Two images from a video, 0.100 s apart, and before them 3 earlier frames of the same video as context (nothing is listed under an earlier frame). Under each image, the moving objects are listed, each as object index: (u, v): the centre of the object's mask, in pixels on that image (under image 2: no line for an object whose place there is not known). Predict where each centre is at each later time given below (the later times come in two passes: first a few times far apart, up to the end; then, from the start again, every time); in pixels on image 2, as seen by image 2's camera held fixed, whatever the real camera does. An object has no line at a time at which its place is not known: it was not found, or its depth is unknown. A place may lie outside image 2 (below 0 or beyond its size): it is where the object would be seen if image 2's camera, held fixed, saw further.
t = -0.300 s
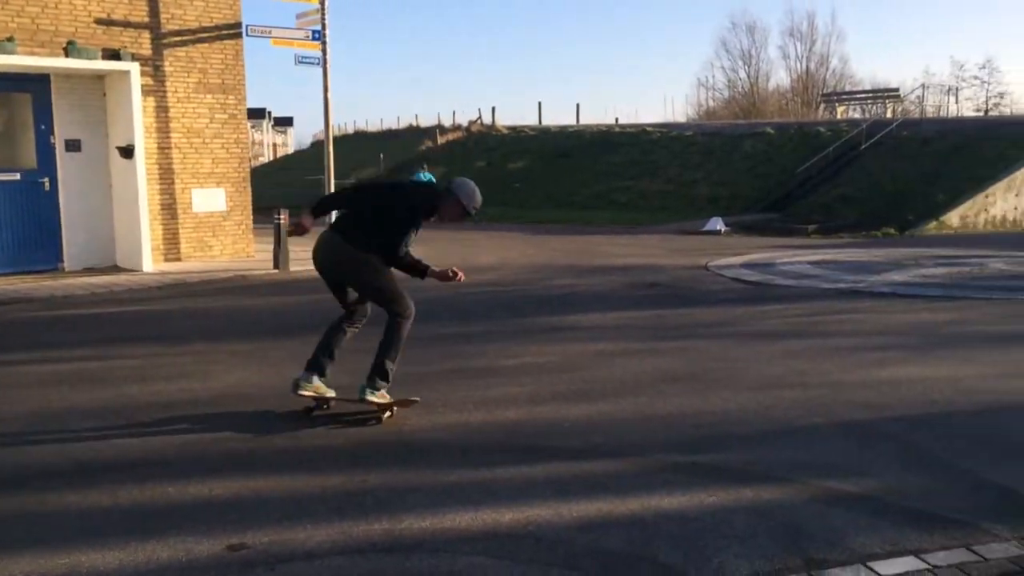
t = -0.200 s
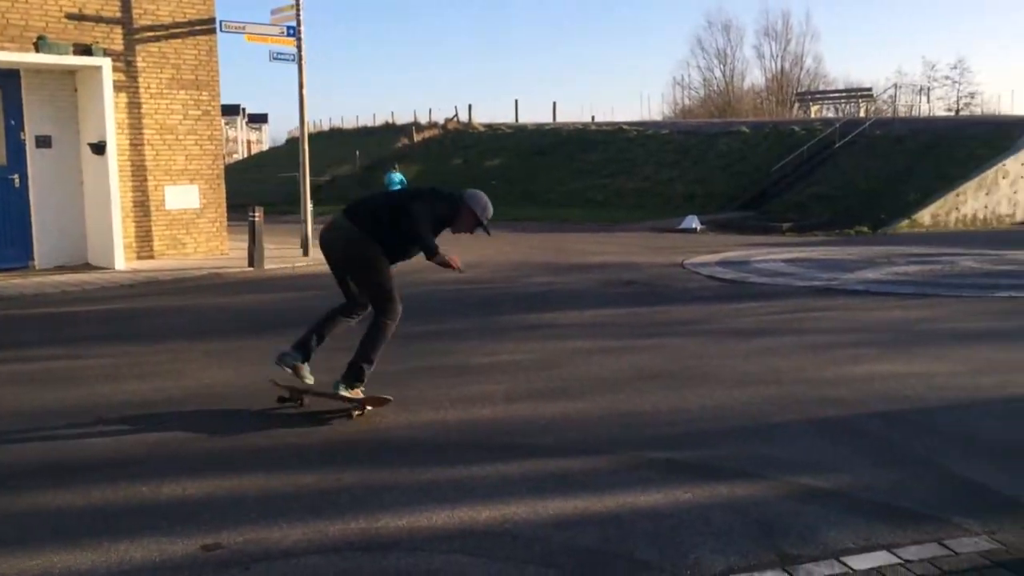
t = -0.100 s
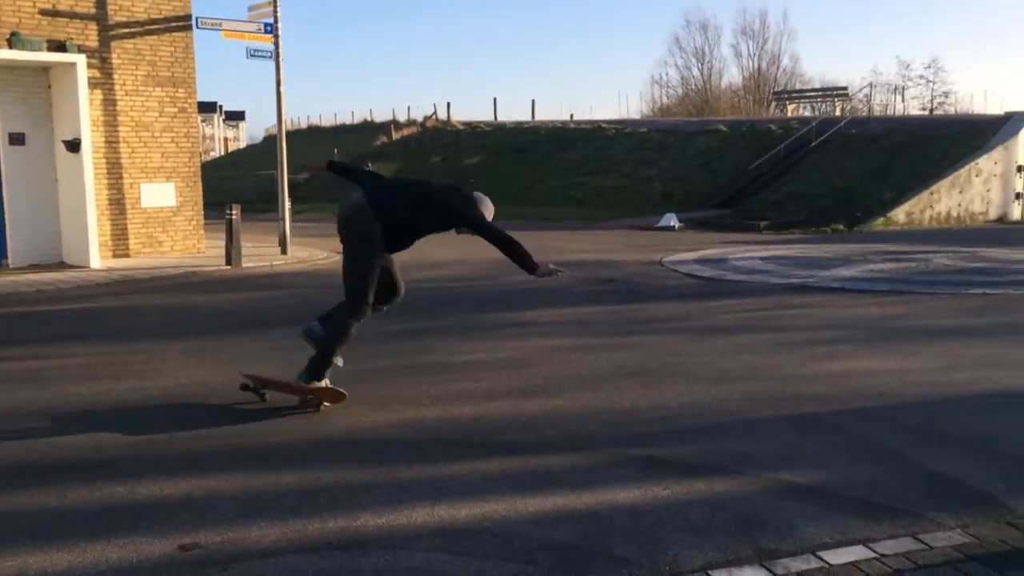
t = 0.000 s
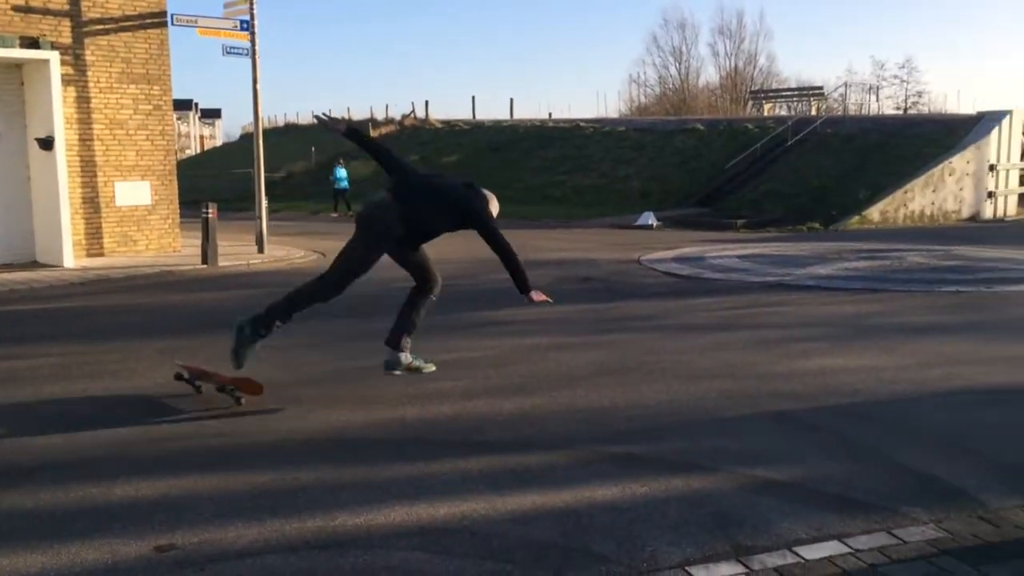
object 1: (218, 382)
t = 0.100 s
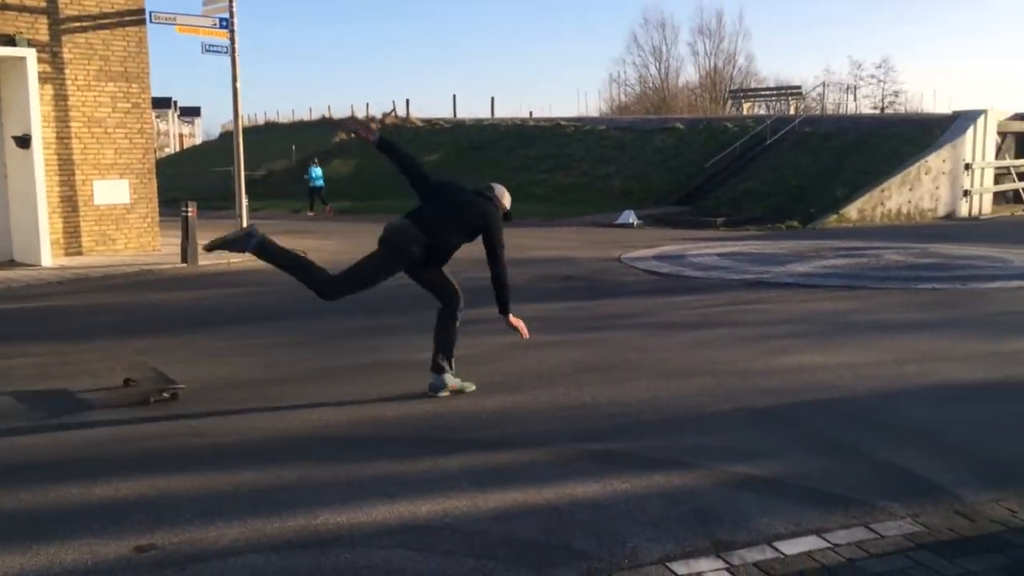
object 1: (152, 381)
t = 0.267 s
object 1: (114, 369)
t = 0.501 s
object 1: (115, 349)
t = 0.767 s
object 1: (139, 330)
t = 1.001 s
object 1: (160, 318)
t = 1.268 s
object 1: (183, 306)
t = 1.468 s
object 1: (199, 298)
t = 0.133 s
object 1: (140, 377)
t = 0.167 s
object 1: (132, 373)
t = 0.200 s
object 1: (125, 372)
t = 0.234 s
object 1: (118, 370)
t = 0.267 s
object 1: (114, 369)
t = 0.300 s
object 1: (111, 366)
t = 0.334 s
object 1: (111, 364)
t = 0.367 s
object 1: (110, 360)
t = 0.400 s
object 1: (111, 357)
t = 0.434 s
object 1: (112, 355)
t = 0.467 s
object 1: (114, 352)
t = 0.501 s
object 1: (115, 349)
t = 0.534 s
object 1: (118, 347)
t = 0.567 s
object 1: (121, 344)
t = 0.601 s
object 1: (124, 342)
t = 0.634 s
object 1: (127, 340)
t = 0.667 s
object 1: (130, 337)
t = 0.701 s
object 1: (133, 335)
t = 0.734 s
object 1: (136, 333)
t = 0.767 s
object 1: (139, 330)
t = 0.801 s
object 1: (142, 328)
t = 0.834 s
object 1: (145, 326)
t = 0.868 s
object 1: (149, 324)
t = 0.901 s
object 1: (152, 323)
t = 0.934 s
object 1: (155, 321)
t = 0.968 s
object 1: (158, 319)
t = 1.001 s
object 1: (160, 318)
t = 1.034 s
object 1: (163, 316)
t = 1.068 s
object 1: (165, 316)
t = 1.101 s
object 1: (169, 312)
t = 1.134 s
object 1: (171, 311)
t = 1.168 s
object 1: (174, 309)
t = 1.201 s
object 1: (177, 308)
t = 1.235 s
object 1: (180, 307)
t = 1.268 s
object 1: (183, 306)
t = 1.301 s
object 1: (185, 304)
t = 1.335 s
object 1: (188, 303)
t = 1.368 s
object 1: (191, 302)
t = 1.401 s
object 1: (193, 301)
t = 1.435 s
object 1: (196, 299)
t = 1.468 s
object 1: (199, 298)
